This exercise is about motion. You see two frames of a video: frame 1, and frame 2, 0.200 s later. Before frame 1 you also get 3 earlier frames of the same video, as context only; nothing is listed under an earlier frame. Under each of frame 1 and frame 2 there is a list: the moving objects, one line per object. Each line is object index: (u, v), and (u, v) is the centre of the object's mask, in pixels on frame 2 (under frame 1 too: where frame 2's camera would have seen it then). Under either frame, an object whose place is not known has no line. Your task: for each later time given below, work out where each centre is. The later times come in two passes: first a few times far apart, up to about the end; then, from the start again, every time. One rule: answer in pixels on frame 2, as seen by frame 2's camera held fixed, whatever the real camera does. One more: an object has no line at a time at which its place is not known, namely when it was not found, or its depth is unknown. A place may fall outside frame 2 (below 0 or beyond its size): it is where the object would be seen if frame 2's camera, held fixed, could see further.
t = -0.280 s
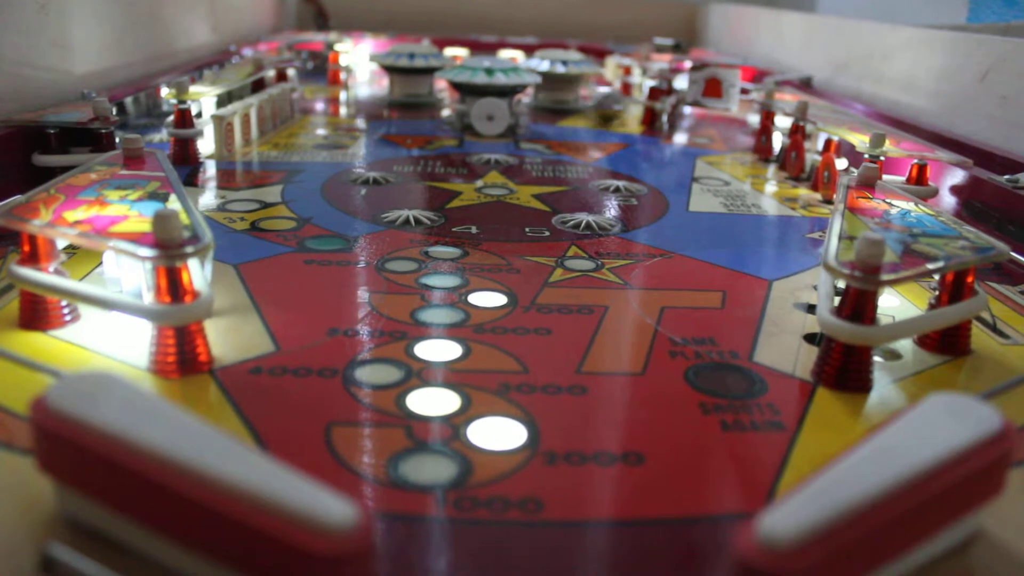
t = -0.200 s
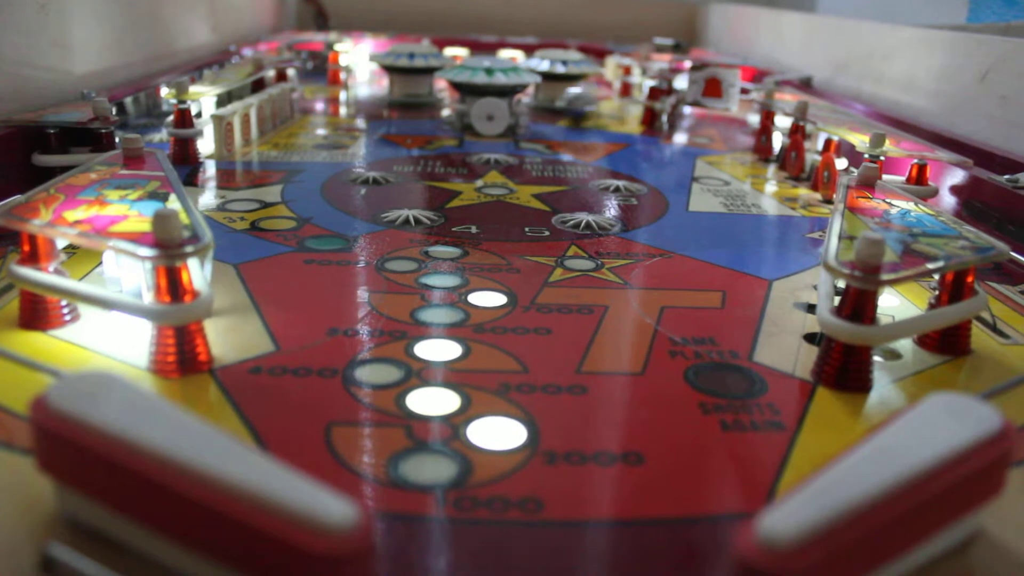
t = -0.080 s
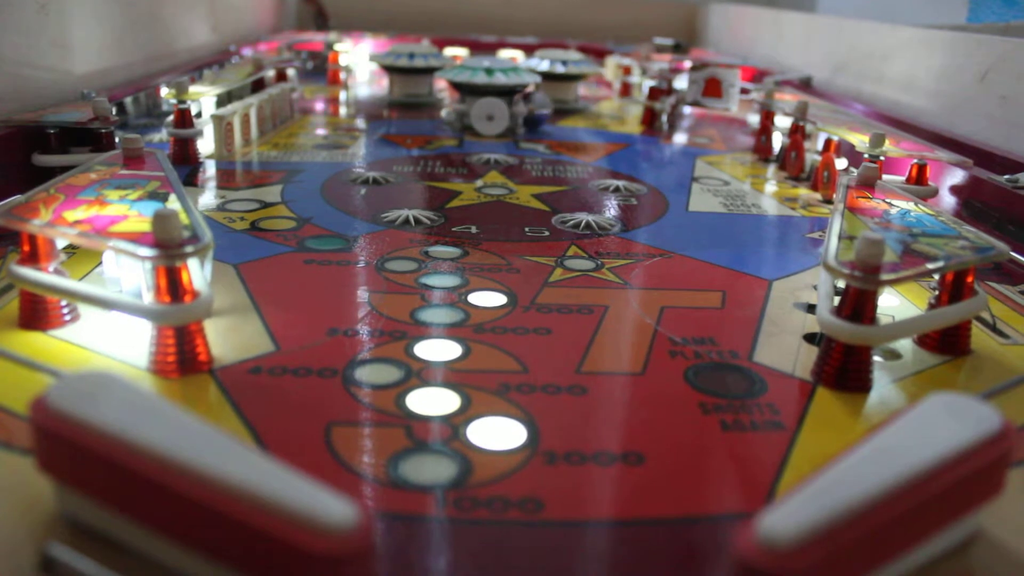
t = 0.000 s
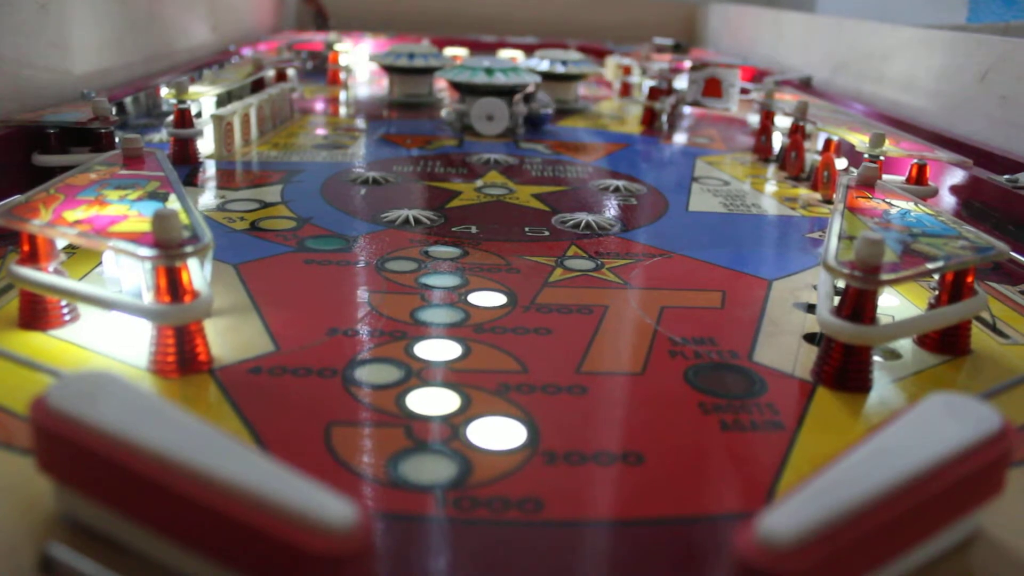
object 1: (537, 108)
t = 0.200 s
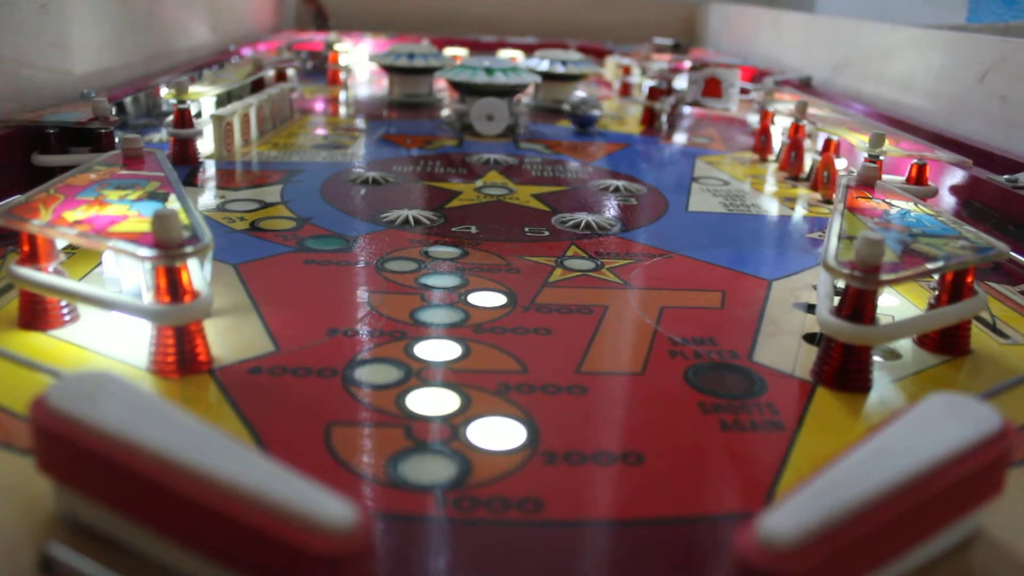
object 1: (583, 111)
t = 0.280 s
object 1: (603, 113)
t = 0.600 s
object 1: (686, 127)
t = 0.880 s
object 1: (767, 152)
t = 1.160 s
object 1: (748, 184)
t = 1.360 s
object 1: (733, 229)
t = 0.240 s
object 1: (593, 112)
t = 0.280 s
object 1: (603, 113)
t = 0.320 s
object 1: (613, 114)
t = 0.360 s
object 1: (624, 115)
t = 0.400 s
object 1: (634, 117)
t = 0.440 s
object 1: (646, 120)
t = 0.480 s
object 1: (655, 121)
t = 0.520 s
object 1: (664, 122)
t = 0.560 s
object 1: (675, 125)
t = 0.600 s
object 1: (686, 127)
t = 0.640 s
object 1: (696, 129)
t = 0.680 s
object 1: (708, 132)
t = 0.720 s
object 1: (720, 136)
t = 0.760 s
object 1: (731, 139)
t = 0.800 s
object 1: (744, 144)
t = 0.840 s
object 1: (758, 150)
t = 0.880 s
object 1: (767, 152)
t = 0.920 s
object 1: (766, 155)
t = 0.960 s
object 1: (762, 159)
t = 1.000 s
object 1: (759, 162)
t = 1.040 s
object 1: (757, 167)
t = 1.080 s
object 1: (754, 172)
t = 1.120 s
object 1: (751, 178)
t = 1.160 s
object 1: (748, 184)
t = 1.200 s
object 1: (745, 192)
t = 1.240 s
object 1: (743, 200)
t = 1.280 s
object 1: (740, 208)
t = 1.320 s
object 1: (737, 217)
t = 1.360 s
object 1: (733, 229)
